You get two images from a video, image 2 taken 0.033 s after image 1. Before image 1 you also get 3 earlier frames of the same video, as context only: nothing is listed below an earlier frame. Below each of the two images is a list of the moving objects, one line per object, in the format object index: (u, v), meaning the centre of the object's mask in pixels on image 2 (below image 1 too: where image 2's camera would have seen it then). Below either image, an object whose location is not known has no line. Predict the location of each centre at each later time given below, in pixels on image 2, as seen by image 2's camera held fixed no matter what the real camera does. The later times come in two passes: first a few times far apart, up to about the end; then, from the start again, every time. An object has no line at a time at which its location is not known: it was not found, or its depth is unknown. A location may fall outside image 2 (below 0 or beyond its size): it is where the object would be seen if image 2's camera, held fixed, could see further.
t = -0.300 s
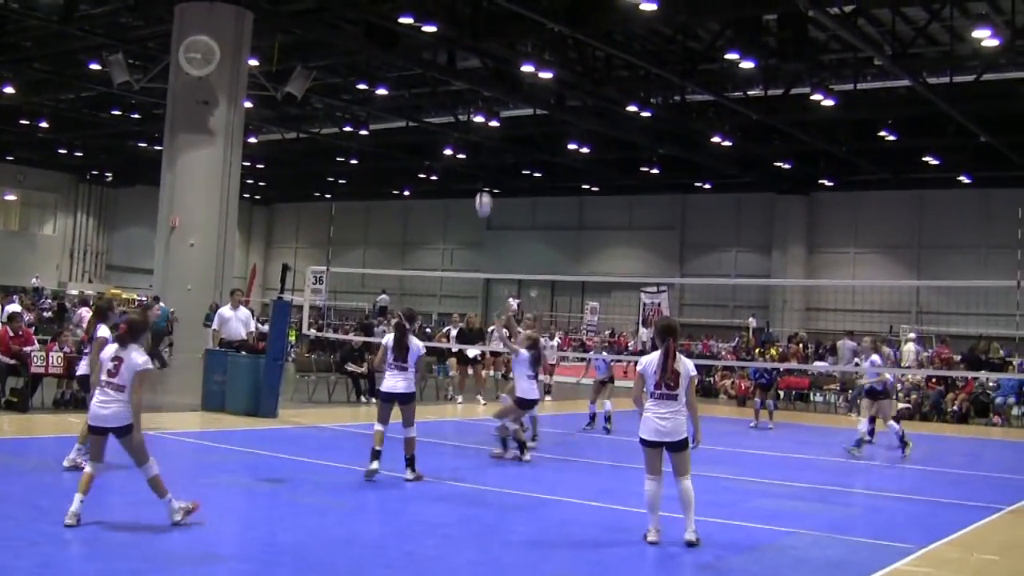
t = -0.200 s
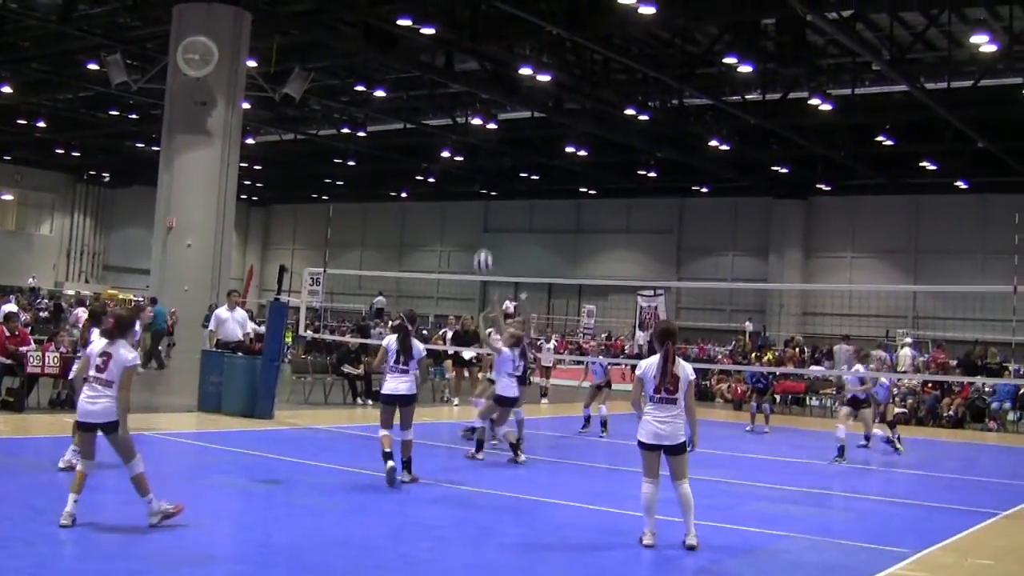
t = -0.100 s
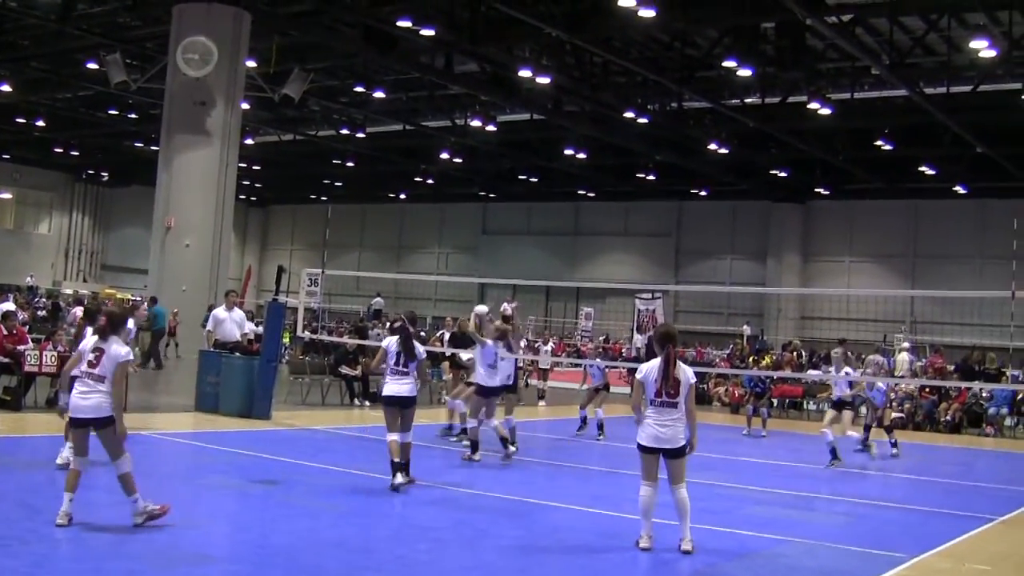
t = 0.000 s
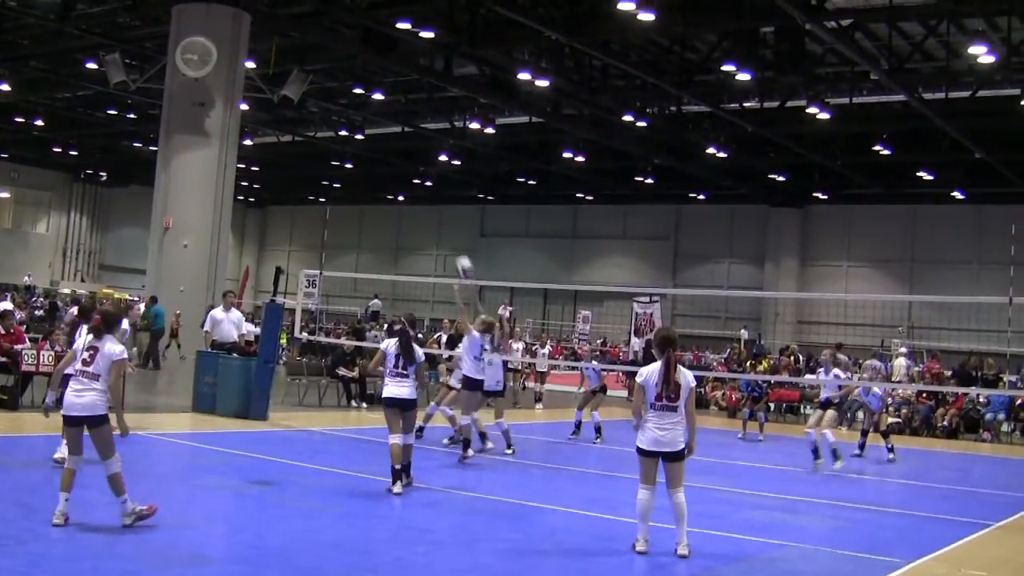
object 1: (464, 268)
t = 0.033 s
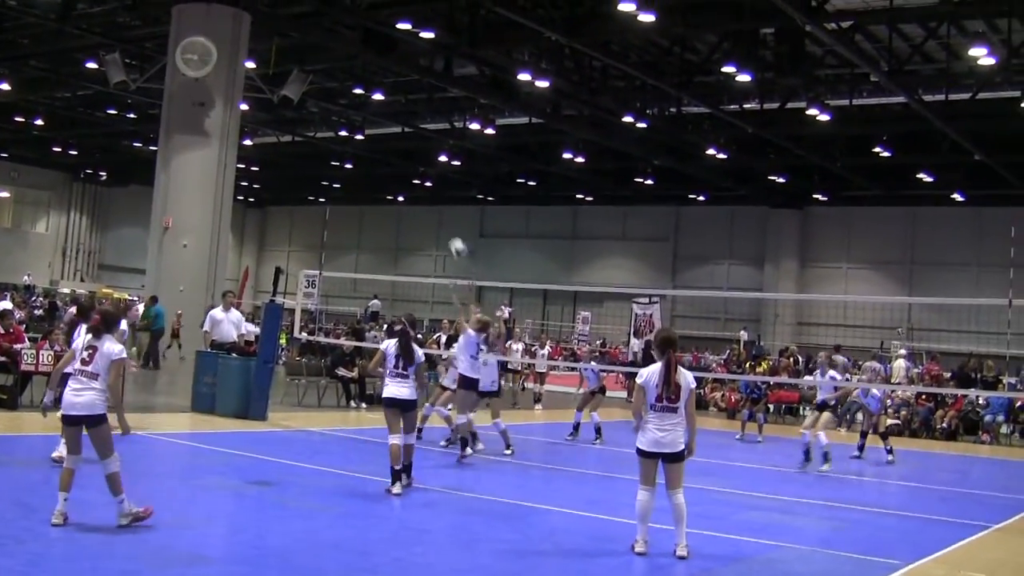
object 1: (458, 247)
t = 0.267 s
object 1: (415, 152)
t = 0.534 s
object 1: (368, 102)
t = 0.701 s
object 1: (337, 101)
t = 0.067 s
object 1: (452, 232)
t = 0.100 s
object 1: (445, 216)
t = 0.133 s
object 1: (439, 201)
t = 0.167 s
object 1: (433, 188)
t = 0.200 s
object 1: (427, 174)
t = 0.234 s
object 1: (421, 163)
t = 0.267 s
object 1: (415, 152)
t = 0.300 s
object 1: (410, 142)
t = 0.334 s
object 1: (404, 134)
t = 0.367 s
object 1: (398, 126)
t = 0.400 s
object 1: (392, 119)
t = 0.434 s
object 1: (386, 113)
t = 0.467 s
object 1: (380, 109)
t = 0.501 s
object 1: (374, 105)
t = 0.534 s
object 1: (368, 102)
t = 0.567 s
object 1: (362, 101)
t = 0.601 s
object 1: (356, 99)
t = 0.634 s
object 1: (350, 99)
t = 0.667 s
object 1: (344, 99)
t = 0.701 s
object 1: (337, 101)
